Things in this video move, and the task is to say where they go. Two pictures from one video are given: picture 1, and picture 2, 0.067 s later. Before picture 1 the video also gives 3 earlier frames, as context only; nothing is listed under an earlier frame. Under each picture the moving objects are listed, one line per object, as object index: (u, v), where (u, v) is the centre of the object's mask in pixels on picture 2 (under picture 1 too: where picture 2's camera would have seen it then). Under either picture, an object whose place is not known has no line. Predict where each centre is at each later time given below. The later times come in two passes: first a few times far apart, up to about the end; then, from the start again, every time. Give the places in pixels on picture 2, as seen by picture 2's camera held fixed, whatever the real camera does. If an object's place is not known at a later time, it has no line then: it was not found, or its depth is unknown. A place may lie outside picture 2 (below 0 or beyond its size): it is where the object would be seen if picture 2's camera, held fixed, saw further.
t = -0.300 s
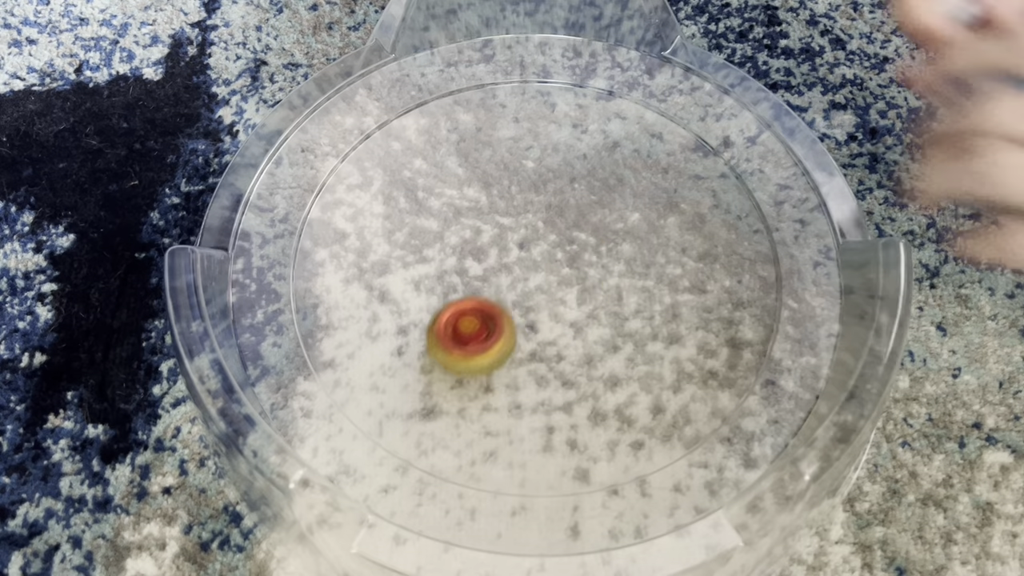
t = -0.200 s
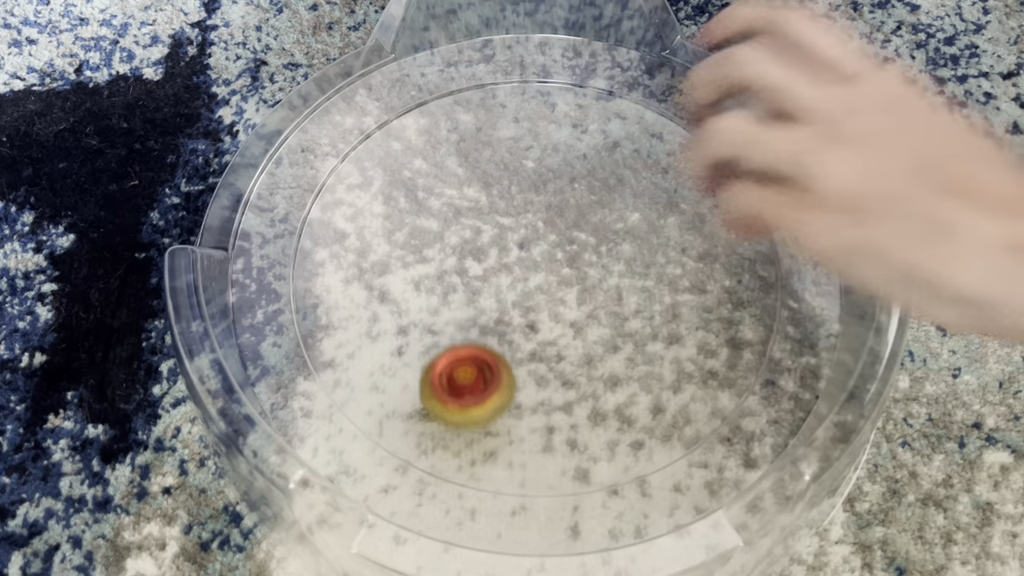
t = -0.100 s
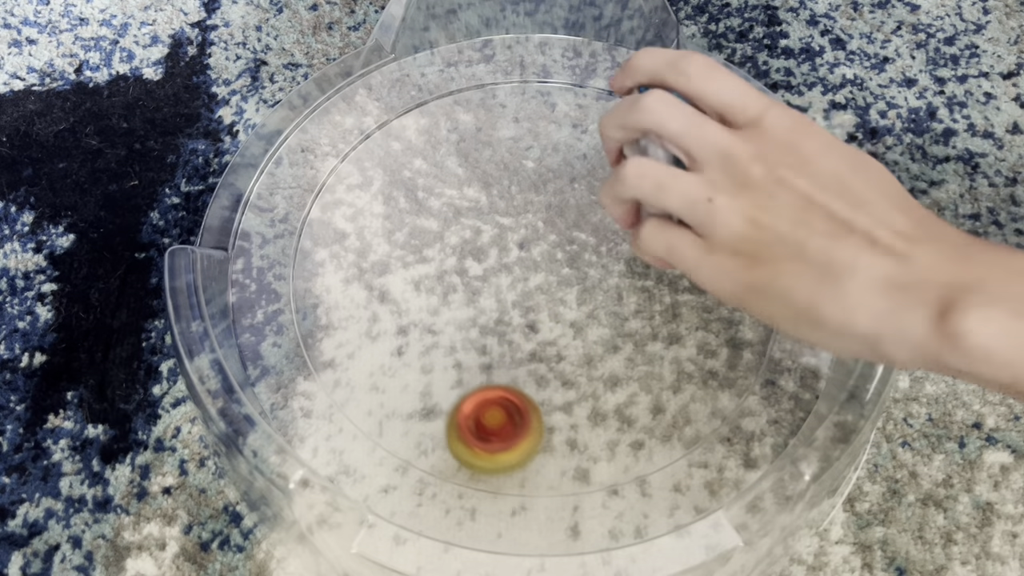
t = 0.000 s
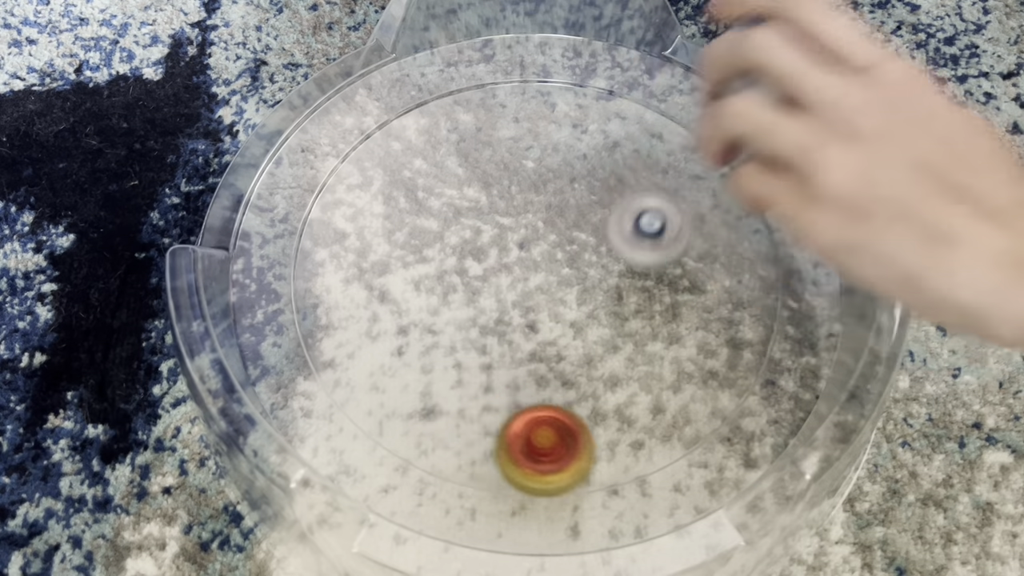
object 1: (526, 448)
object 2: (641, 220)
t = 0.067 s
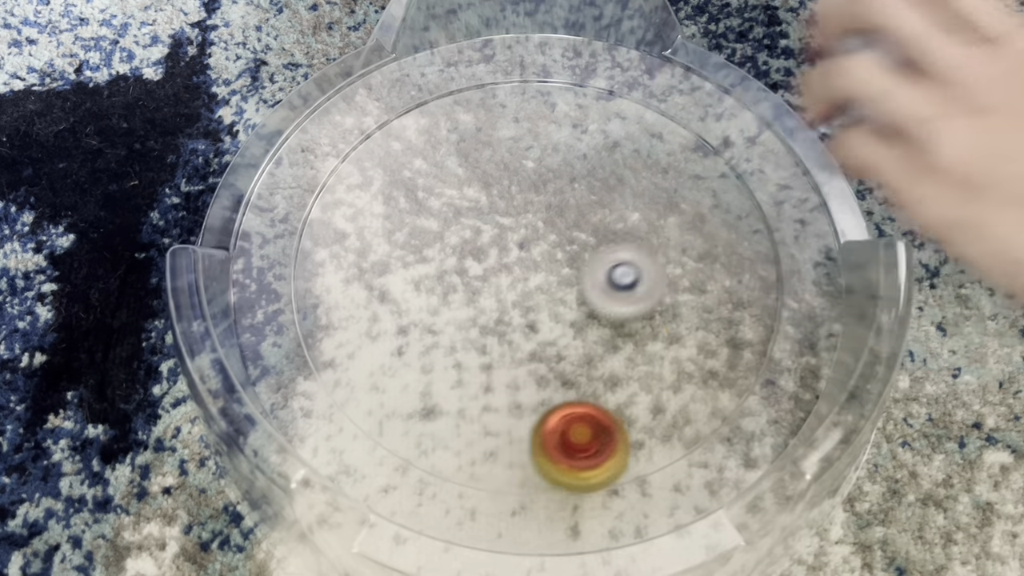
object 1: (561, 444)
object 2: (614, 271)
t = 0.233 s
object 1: (613, 379)
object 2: (481, 361)
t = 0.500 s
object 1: (512, 255)
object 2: (299, 217)
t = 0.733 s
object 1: (357, 266)
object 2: (561, 63)
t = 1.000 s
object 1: (338, 380)
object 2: (688, 424)
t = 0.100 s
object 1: (578, 436)
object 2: (598, 284)
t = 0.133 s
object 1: (592, 425)
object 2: (574, 311)
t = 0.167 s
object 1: (602, 412)
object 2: (548, 332)
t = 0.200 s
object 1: (610, 396)
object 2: (516, 348)
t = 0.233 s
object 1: (613, 379)
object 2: (481, 361)
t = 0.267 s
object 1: (613, 360)
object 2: (445, 367)
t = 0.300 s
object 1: (609, 342)
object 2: (411, 363)
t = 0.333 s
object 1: (606, 324)
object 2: (382, 353)
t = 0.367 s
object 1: (588, 308)
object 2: (350, 336)
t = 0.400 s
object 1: (573, 293)
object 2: (325, 313)
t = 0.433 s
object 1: (554, 277)
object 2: (309, 285)
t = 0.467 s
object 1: (533, 266)
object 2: (299, 252)
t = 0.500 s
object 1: (512, 255)
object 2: (299, 217)
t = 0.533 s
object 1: (487, 249)
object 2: (310, 178)
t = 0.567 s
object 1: (465, 246)
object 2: (329, 146)
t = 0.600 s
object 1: (443, 242)
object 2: (366, 117)
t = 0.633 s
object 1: (419, 244)
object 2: (406, 91)
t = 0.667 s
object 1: (397, 247)
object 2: (454, 70)
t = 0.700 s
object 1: (375, 255)
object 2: (507, 61)
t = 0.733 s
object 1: (357, 266)
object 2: (561, 63)
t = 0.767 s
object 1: (342, 276)
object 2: (619, 75)
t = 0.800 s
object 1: (329, 290)
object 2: (672, 103)
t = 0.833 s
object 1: (319, 305)
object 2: (721, 141)
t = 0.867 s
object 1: (322, 320)
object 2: (755, 190)
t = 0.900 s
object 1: (315, 336)
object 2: (771, 247)
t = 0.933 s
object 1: (318, 352)
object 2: (769, 308)
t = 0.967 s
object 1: (326, 367)
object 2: (742, 373)
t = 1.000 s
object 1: (338, 380)
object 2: (688, 424)
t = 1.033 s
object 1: (354, 390)
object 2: (615, 461)
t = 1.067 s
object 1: (374, 399)
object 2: (532, 470)
